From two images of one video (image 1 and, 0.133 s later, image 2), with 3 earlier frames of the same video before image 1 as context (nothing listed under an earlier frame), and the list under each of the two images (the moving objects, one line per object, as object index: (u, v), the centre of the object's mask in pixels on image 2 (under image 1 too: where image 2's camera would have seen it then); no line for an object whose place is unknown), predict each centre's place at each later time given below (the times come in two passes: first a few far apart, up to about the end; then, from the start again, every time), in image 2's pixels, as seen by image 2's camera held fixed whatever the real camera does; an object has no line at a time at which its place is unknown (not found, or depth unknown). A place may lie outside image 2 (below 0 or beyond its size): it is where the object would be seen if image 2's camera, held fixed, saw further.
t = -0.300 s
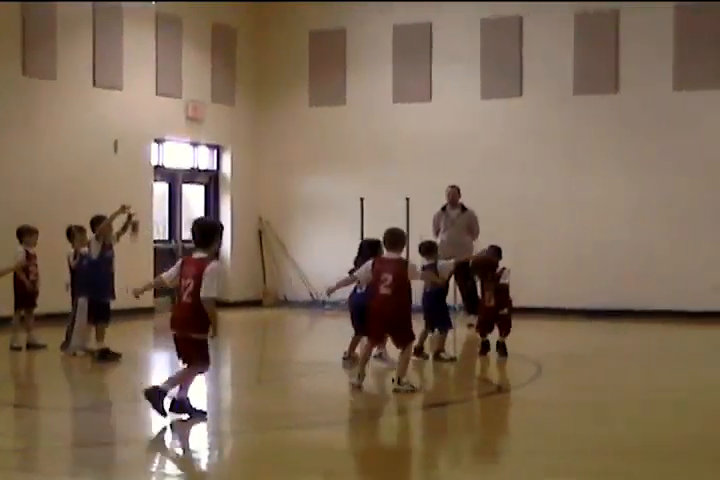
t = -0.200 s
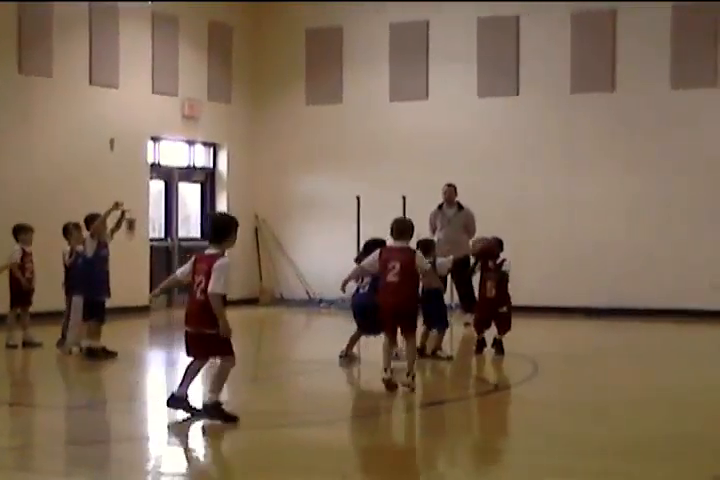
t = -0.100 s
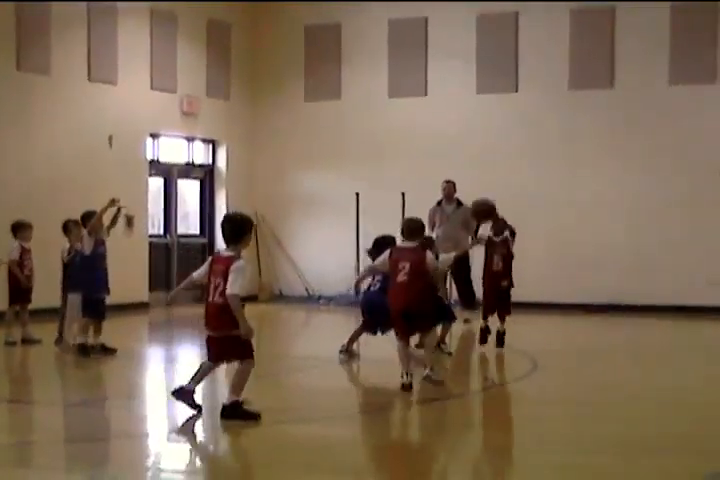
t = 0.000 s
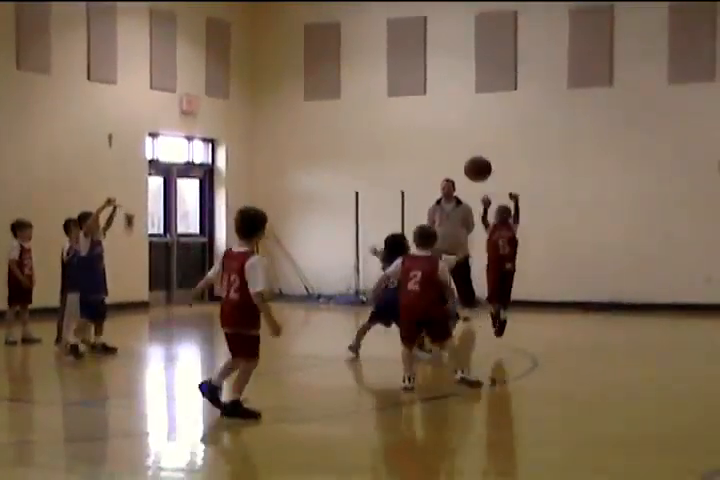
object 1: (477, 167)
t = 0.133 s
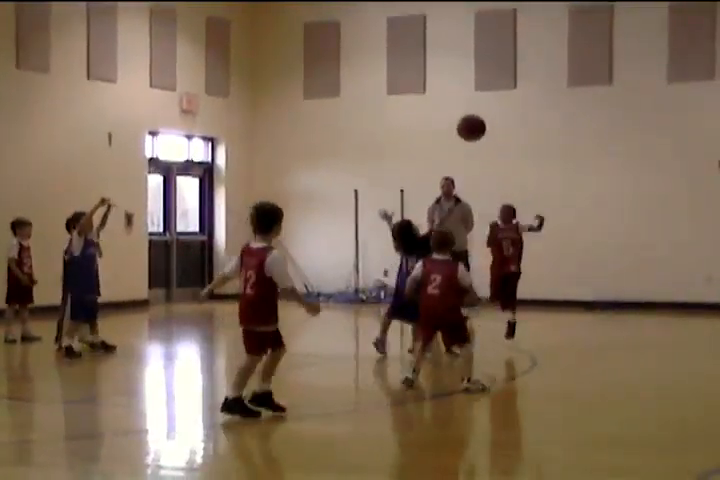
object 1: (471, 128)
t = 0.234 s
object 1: (466, 109)
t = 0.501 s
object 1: (450, 118)
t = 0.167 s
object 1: (469, 120)
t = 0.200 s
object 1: (468, 114)
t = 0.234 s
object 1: (466, 109)
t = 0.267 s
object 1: (464, 105)
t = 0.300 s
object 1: (462, 103)
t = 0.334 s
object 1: (460, 102)
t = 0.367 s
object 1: (458, 102)
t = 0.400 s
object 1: (456, 104)
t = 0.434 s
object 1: (454, 107)
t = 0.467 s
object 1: (453, 111)
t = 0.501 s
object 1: (450, 118)
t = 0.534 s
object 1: (448, 125)
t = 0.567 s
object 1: (446, 134)
